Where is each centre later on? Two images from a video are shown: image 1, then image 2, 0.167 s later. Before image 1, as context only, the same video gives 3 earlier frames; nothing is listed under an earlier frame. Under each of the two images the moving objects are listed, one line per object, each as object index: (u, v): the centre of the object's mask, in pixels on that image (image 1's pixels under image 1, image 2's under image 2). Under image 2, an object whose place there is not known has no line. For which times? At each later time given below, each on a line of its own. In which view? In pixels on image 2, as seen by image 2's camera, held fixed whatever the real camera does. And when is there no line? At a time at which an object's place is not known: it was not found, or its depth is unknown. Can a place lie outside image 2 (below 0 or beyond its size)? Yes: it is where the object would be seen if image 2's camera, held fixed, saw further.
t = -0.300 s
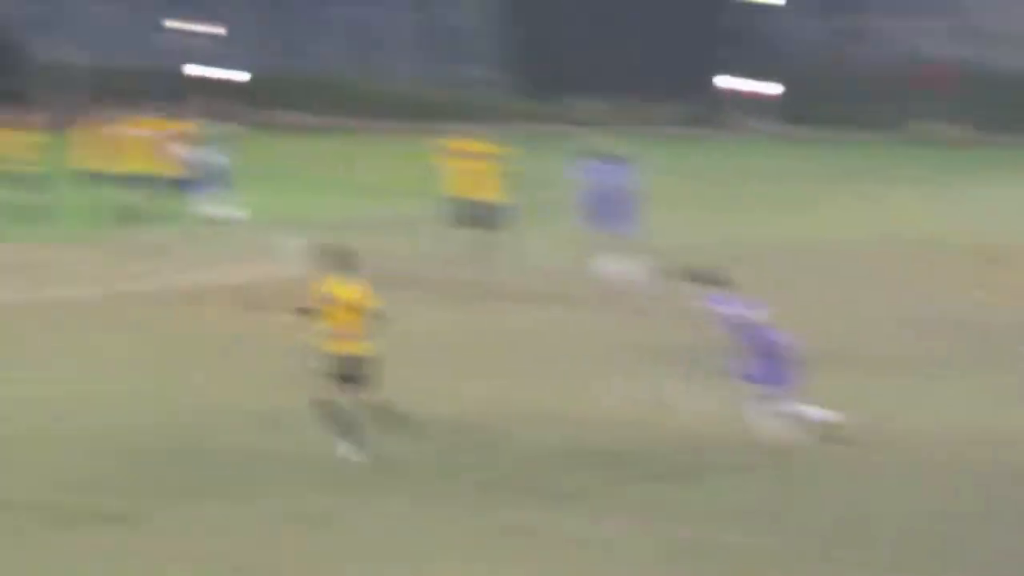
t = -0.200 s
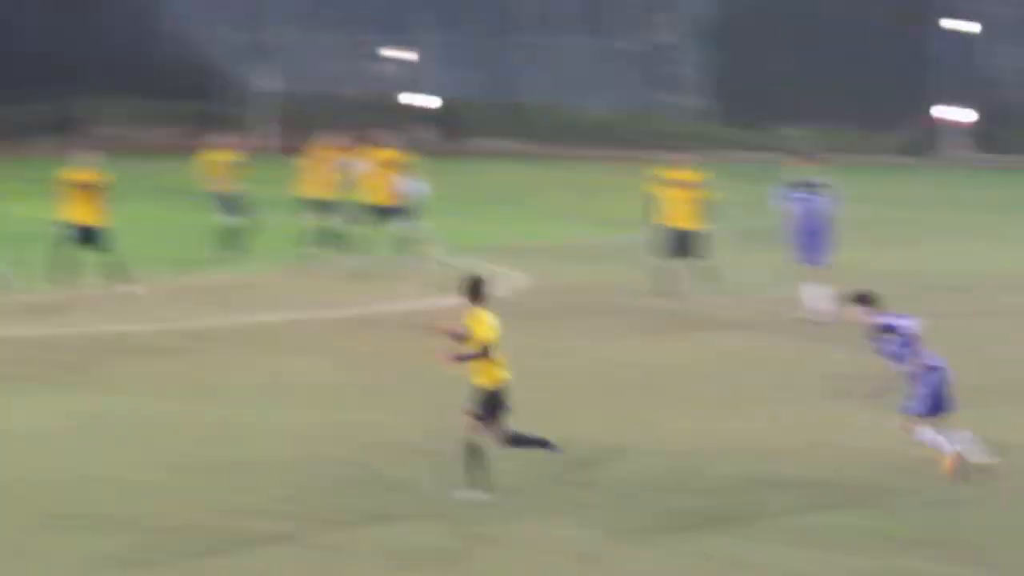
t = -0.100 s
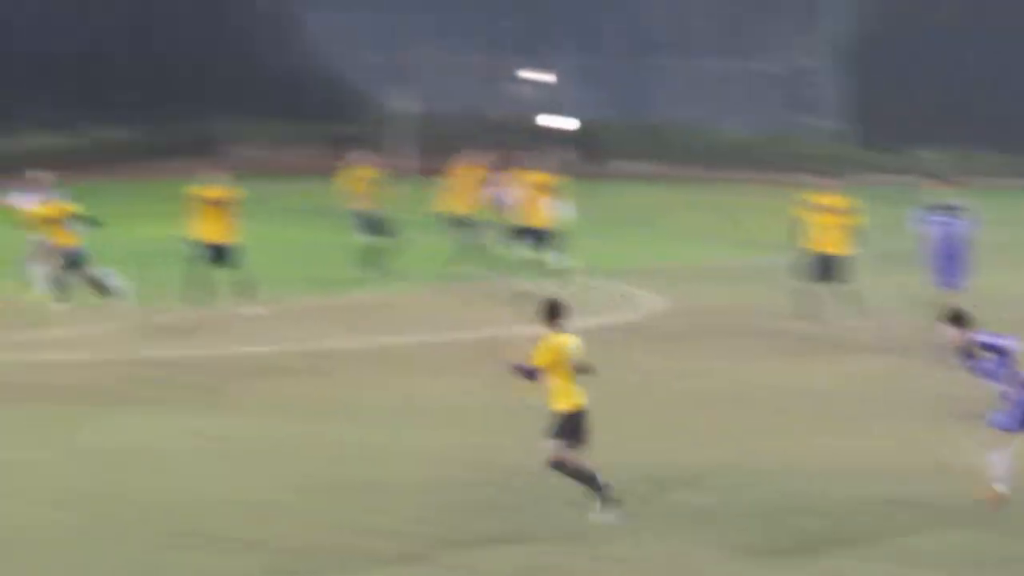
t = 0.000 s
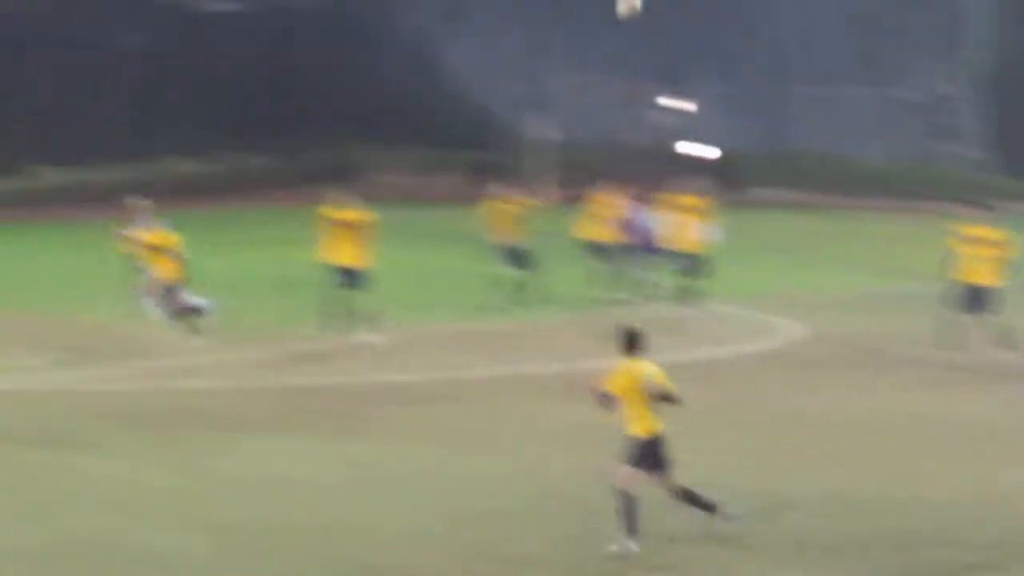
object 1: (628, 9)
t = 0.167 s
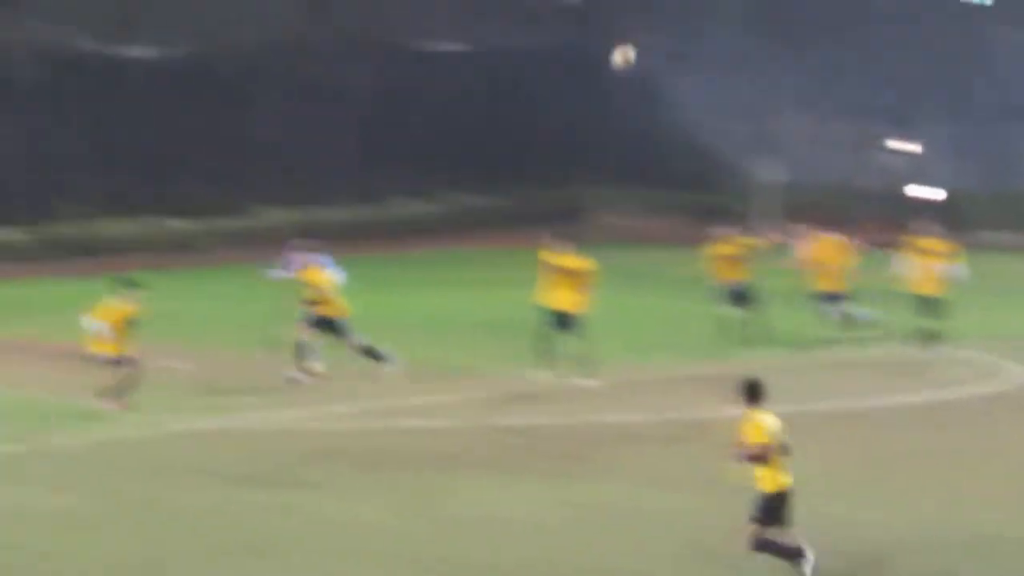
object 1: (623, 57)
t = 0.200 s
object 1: (581, 63)
